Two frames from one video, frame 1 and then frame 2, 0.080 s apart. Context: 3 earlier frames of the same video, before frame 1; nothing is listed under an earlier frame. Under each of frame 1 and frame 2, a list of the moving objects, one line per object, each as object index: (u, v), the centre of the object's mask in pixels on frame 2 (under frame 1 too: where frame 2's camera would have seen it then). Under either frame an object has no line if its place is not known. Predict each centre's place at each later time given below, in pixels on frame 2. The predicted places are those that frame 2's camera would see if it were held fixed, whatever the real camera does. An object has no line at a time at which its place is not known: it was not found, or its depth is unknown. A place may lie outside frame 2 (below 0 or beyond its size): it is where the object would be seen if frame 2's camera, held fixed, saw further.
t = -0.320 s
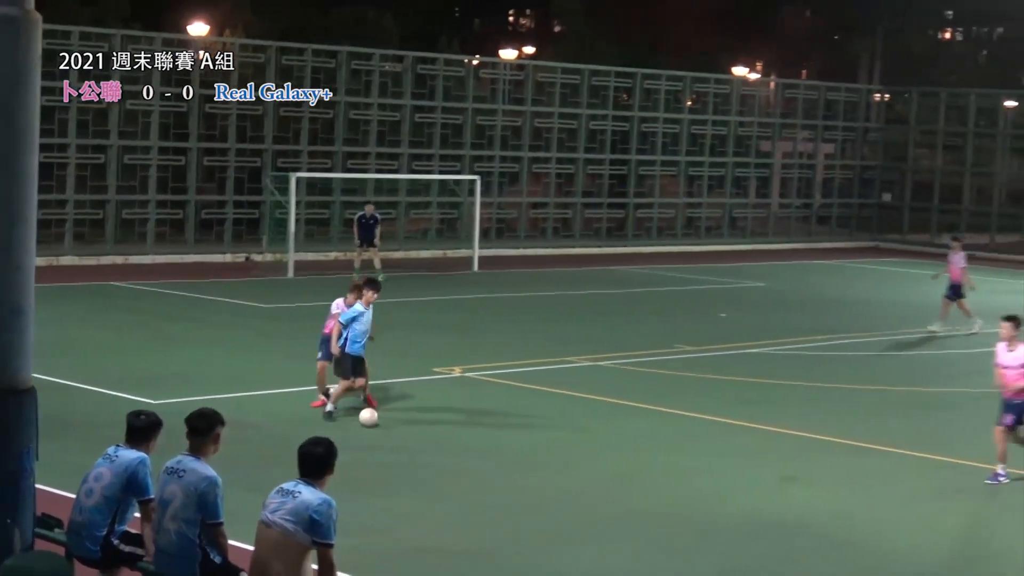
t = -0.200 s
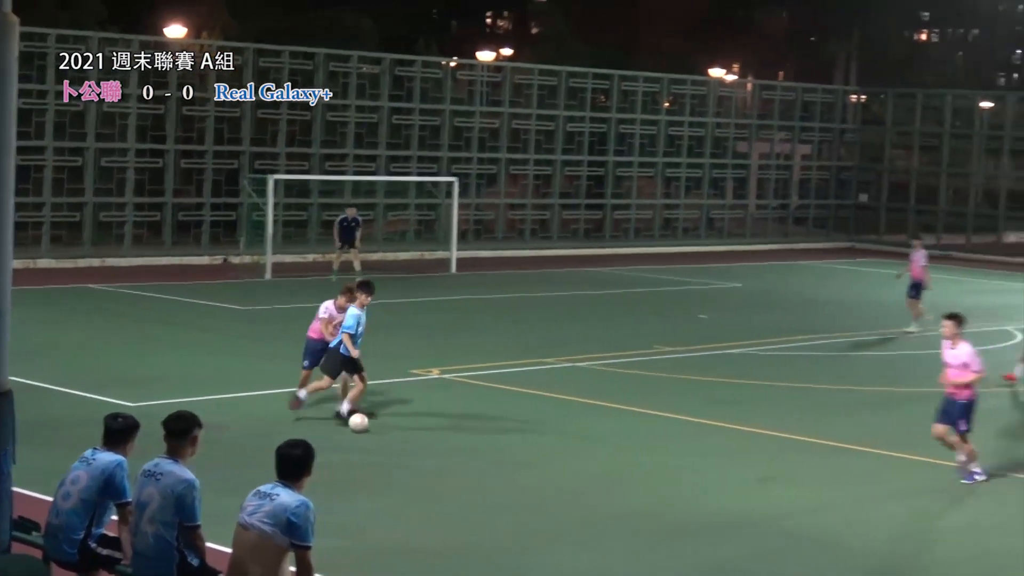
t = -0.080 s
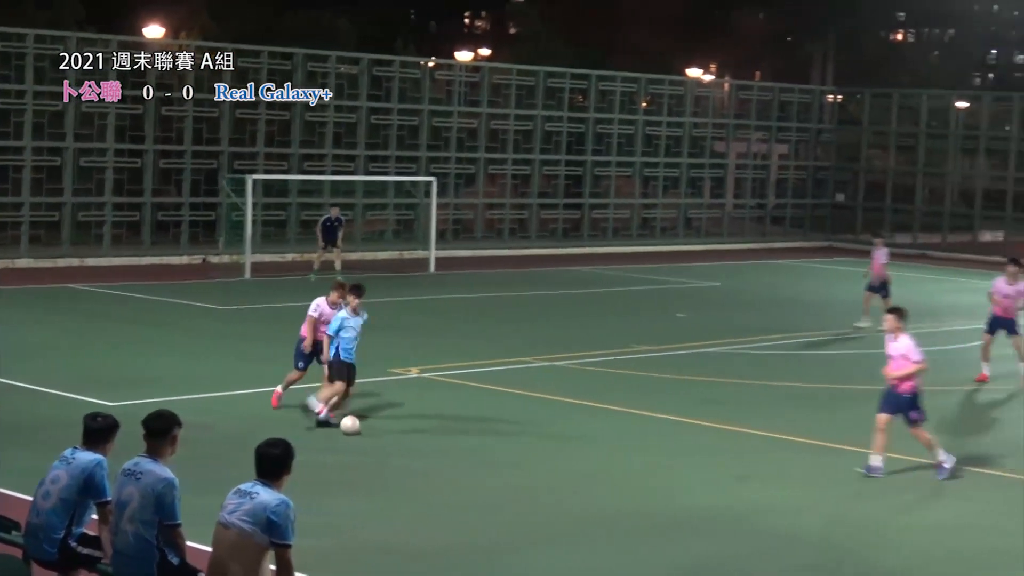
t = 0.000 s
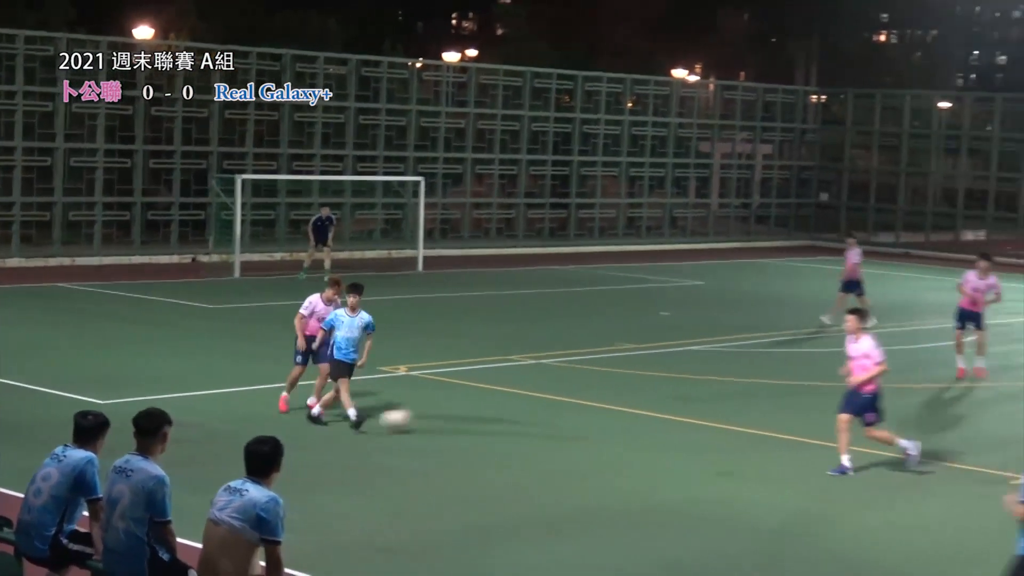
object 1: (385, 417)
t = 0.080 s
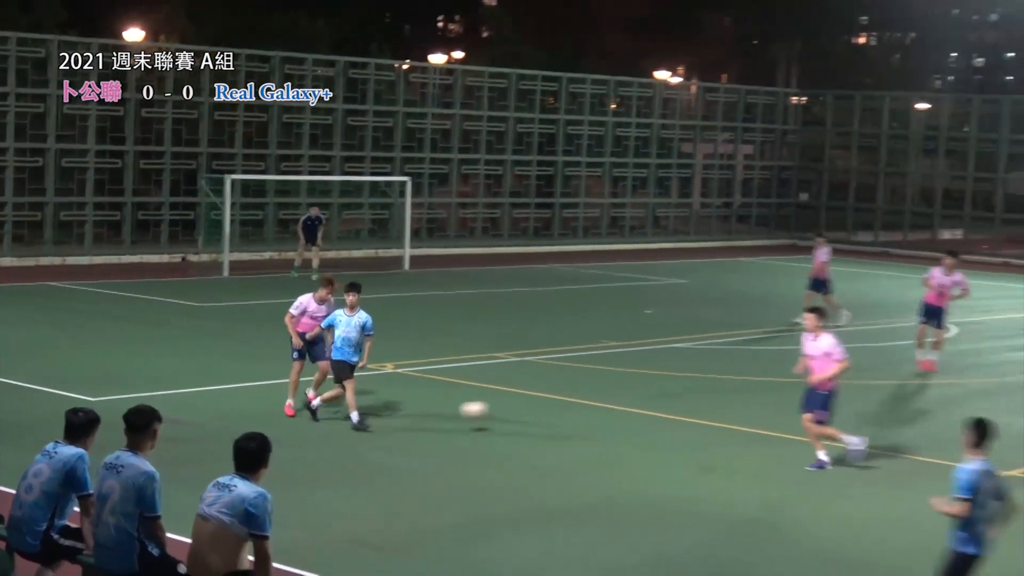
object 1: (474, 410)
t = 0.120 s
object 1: (517, 410)
